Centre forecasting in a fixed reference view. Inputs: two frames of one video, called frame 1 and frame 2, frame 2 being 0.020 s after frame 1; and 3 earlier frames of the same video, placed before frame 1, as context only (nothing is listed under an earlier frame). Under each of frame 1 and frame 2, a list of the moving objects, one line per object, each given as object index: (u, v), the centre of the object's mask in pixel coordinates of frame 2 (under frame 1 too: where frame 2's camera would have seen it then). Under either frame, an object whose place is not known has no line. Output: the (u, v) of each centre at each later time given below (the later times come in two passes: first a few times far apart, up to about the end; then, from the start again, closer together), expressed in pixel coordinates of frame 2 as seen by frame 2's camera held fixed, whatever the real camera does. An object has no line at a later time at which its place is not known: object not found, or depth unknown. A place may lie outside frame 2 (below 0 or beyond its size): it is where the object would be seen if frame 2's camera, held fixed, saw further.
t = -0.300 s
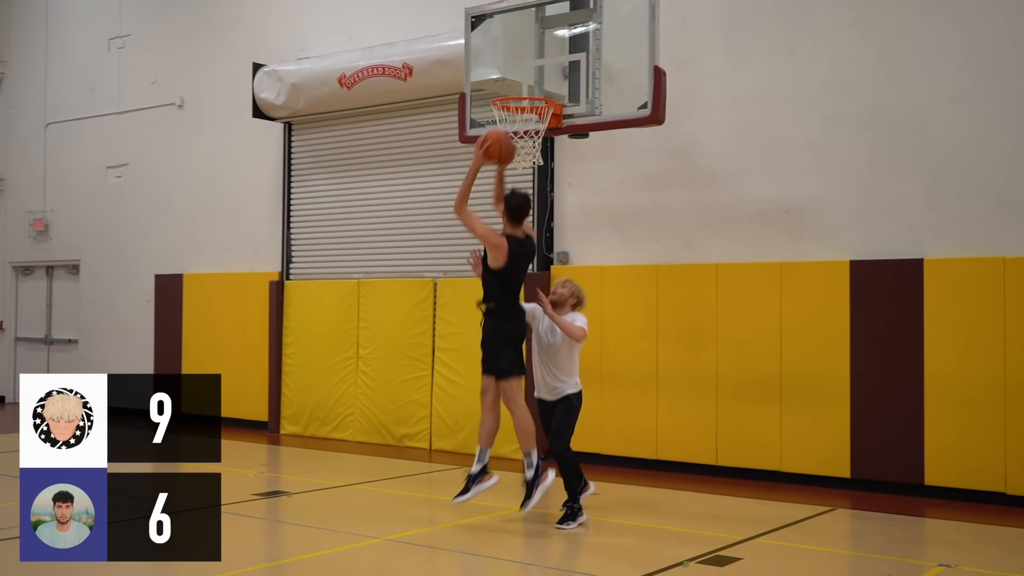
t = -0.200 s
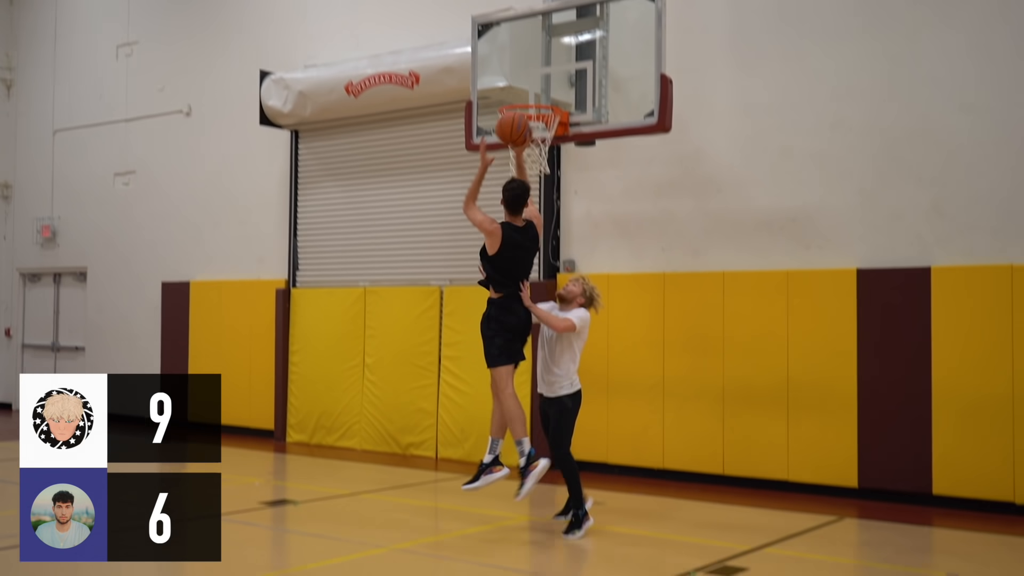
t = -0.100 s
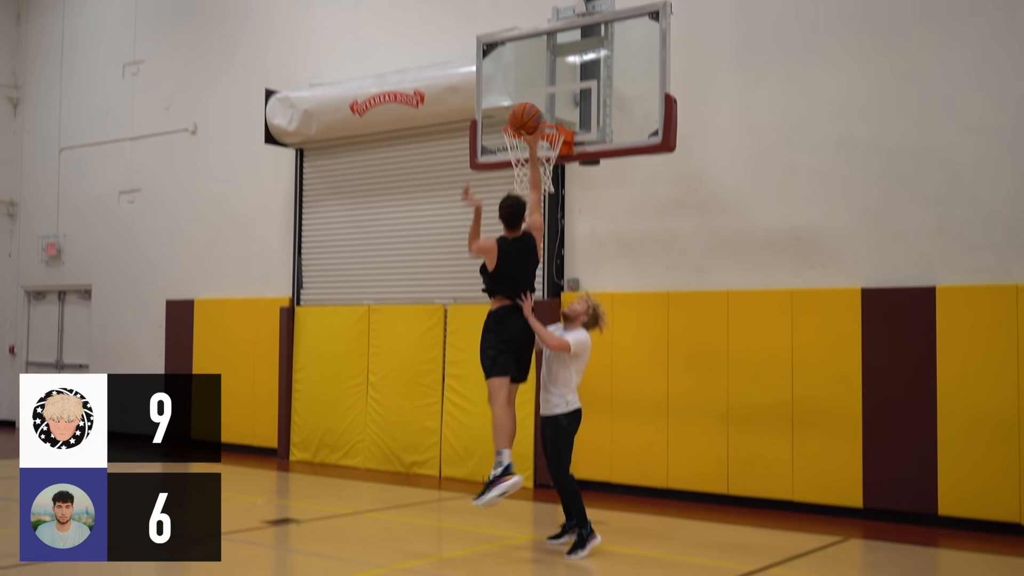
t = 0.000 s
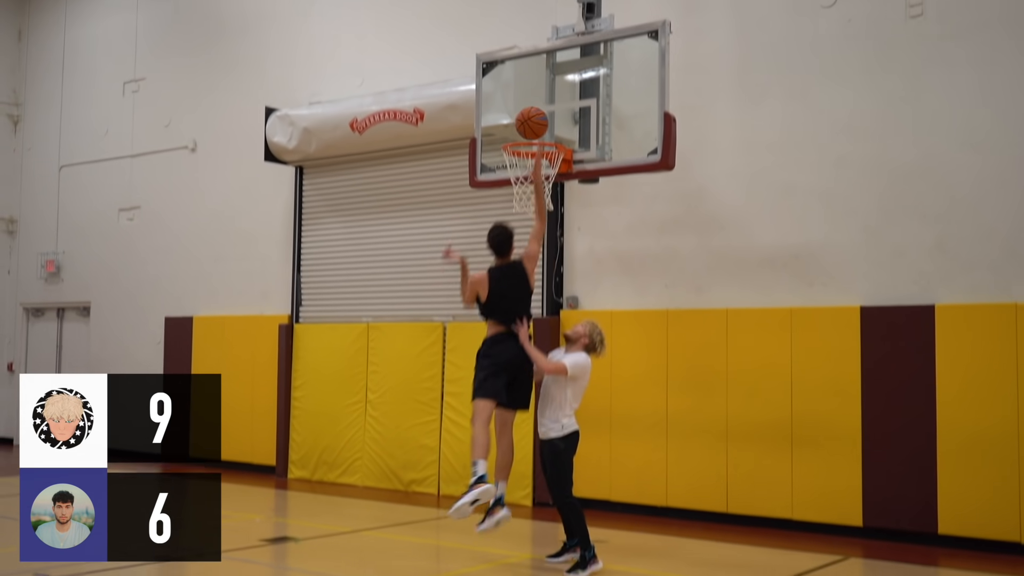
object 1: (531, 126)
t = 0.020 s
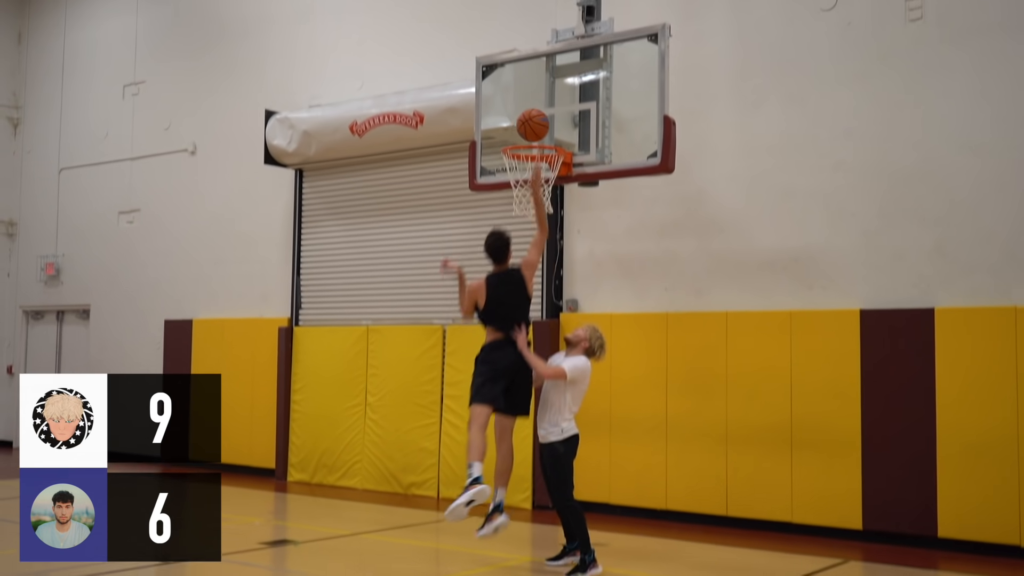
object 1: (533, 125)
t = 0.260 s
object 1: (546, 142)
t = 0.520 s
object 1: (538, 207)
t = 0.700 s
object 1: (527, 256)
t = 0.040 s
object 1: (534, 125)
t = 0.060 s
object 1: (535, 124)
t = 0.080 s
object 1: (537, 125)
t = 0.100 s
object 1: (538, 126)
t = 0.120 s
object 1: (539, 127)
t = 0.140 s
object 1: (540, 129)
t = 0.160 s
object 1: (541, 131)
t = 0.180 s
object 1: (543, 131)
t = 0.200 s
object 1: (544, 133)
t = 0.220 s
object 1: (545, 134)
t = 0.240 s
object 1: (546, 136)
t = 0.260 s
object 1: (546, 142)
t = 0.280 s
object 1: (547, 149)
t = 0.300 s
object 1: (548, 153)
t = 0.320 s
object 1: (549, 159)
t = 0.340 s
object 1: (548, 164)
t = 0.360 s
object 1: (547, 166)
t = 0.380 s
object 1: (547, 170)
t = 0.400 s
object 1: (545, 175)
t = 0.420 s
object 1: (544, 181)
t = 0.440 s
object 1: (543, 185)
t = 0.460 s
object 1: (540, 189)
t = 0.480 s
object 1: (541, 194)
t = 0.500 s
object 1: (540, 197)
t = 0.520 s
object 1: (538, 207)
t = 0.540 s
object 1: (537, 209)
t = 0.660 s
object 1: (529, 240)
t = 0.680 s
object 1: (528, 248)
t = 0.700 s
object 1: (527, 256)
